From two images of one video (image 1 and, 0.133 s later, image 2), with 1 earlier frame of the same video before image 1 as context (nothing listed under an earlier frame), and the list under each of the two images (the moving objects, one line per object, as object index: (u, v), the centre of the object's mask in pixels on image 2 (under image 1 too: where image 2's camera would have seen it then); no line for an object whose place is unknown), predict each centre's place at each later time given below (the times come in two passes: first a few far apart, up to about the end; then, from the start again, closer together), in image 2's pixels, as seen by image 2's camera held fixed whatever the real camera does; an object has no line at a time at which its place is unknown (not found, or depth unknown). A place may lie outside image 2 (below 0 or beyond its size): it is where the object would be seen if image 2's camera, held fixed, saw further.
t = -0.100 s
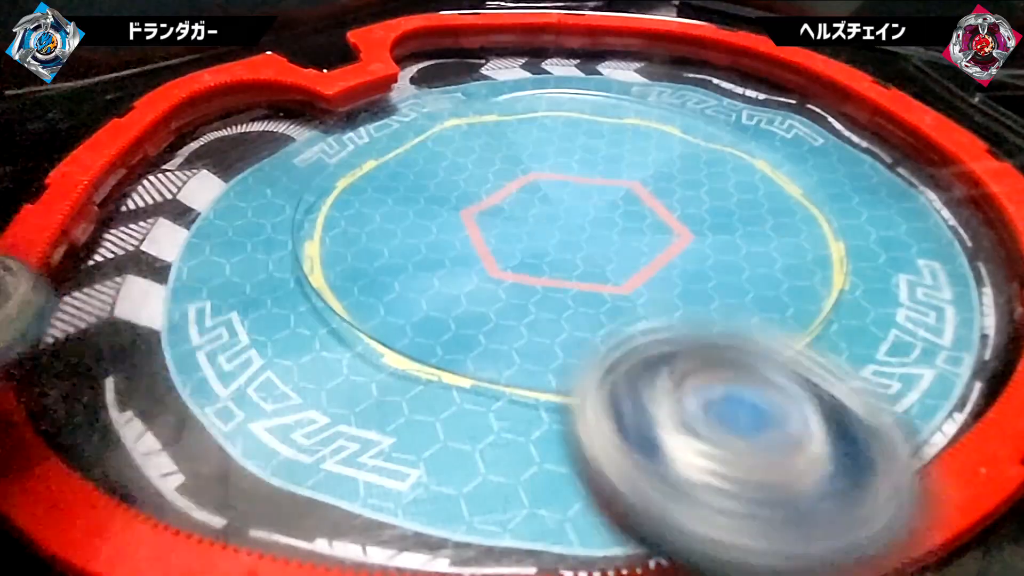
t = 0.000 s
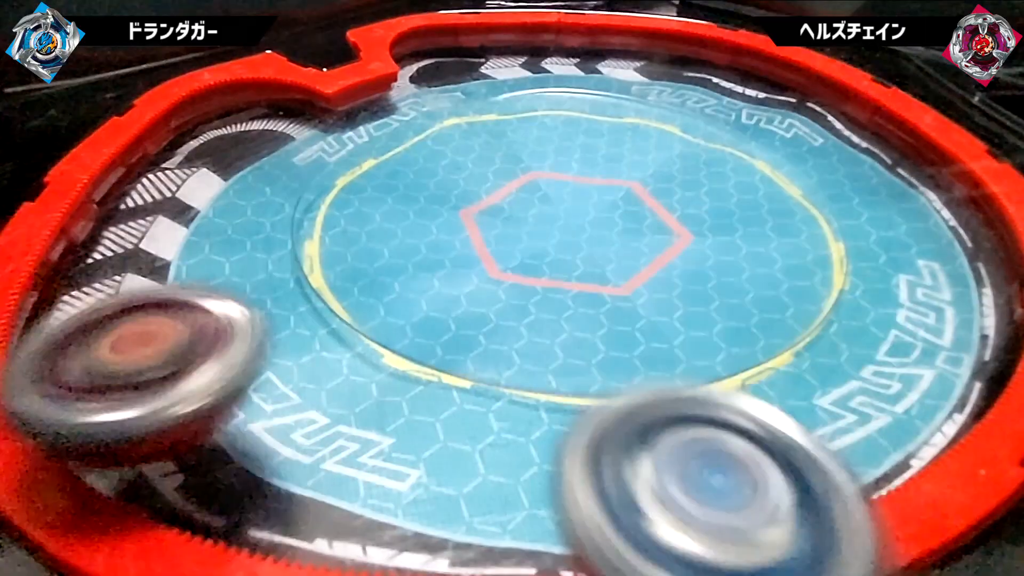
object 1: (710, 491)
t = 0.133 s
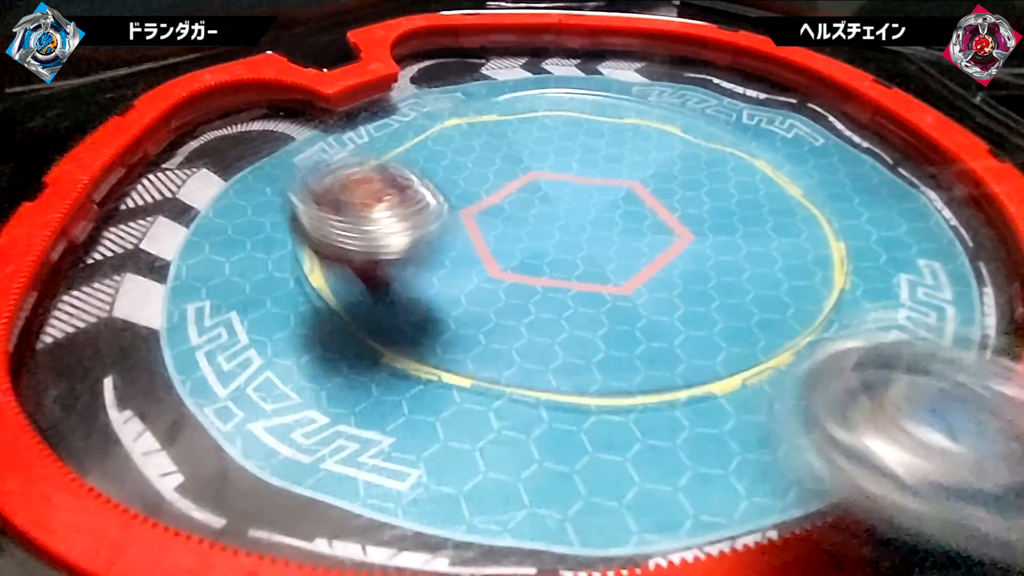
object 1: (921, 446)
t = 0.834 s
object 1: (838, 192)
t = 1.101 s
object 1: (404, 250)
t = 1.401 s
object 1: (502, 185)
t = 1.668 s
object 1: (499, 103)
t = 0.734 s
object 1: (744, 106)
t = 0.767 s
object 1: (810, 128)
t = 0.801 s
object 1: (849, 155)
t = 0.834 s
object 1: (838, 192)
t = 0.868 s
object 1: (810, 235)
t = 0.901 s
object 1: (772, 275)
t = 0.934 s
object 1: (719, 306)
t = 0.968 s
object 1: (639, 307)
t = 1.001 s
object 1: (556, 297)
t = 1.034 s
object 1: (488, 300)
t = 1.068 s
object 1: (436, 266)
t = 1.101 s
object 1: (404, 250)
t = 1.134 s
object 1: (388, 232)
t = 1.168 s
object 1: (384, 218)
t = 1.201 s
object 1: (391, 207)
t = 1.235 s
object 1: (403, 200)
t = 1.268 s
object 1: (422, 197)
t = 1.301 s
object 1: (443, 195)
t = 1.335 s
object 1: (464, 195)
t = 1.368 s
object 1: (485, 191)
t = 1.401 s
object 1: (502, 185)
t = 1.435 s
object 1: (516, 175)
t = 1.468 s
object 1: (525, 165)
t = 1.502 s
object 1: (530, 153)
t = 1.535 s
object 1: (529, 142)
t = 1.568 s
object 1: (525, 130)
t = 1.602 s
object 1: (517, 120)
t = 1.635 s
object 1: (509, 112)
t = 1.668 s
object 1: (499, 103)
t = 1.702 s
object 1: (489, 100)
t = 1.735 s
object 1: (475, 99)
